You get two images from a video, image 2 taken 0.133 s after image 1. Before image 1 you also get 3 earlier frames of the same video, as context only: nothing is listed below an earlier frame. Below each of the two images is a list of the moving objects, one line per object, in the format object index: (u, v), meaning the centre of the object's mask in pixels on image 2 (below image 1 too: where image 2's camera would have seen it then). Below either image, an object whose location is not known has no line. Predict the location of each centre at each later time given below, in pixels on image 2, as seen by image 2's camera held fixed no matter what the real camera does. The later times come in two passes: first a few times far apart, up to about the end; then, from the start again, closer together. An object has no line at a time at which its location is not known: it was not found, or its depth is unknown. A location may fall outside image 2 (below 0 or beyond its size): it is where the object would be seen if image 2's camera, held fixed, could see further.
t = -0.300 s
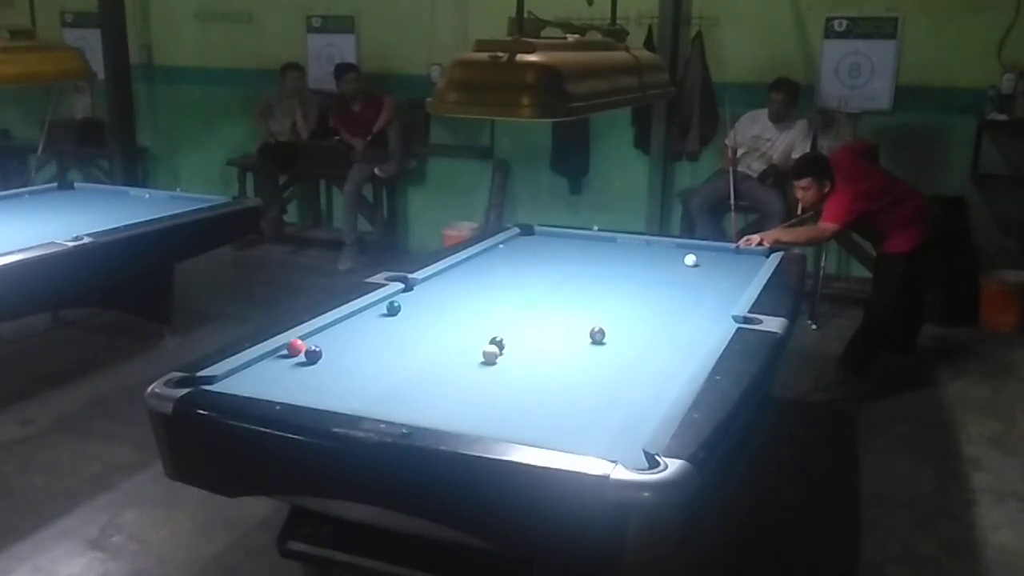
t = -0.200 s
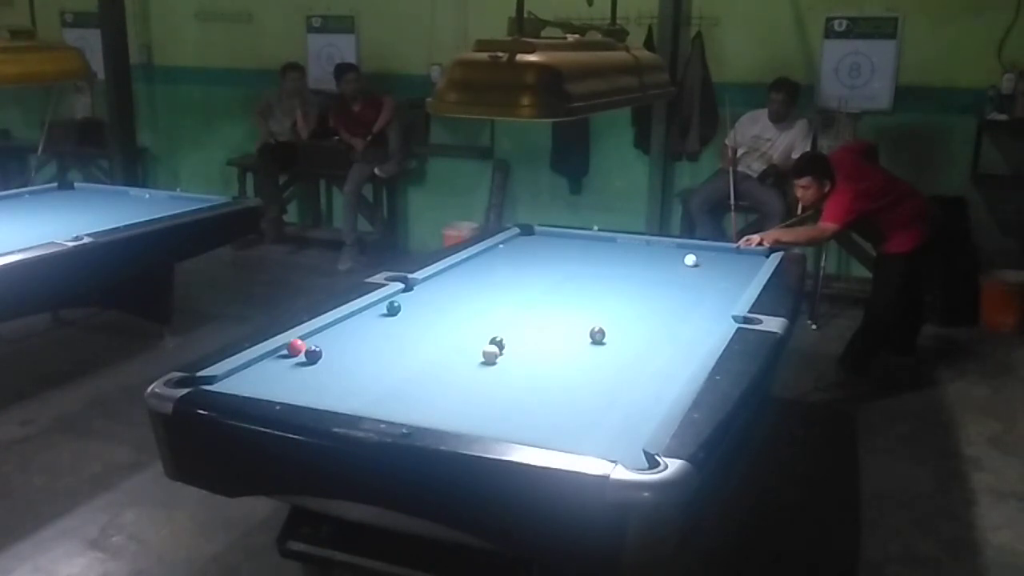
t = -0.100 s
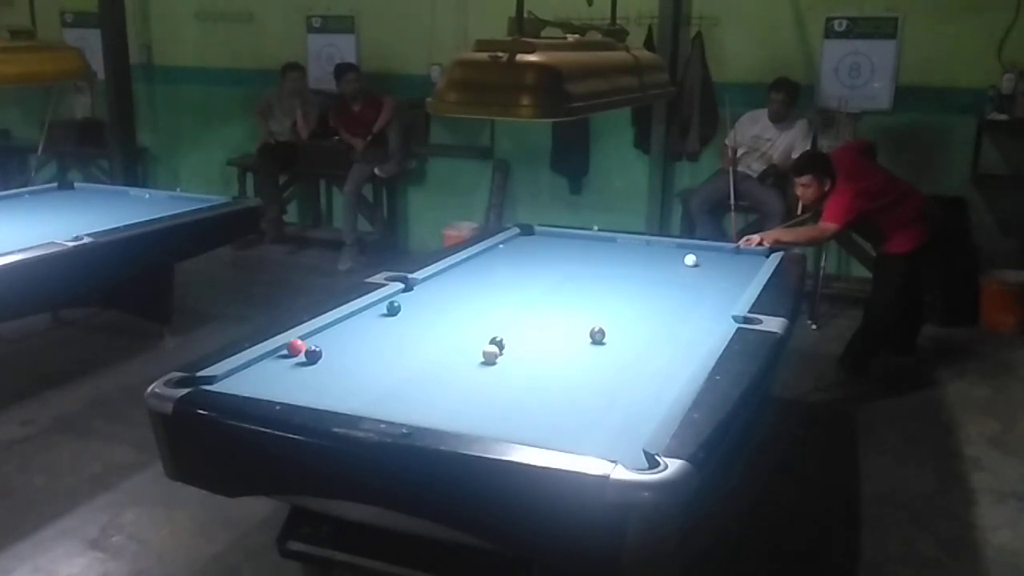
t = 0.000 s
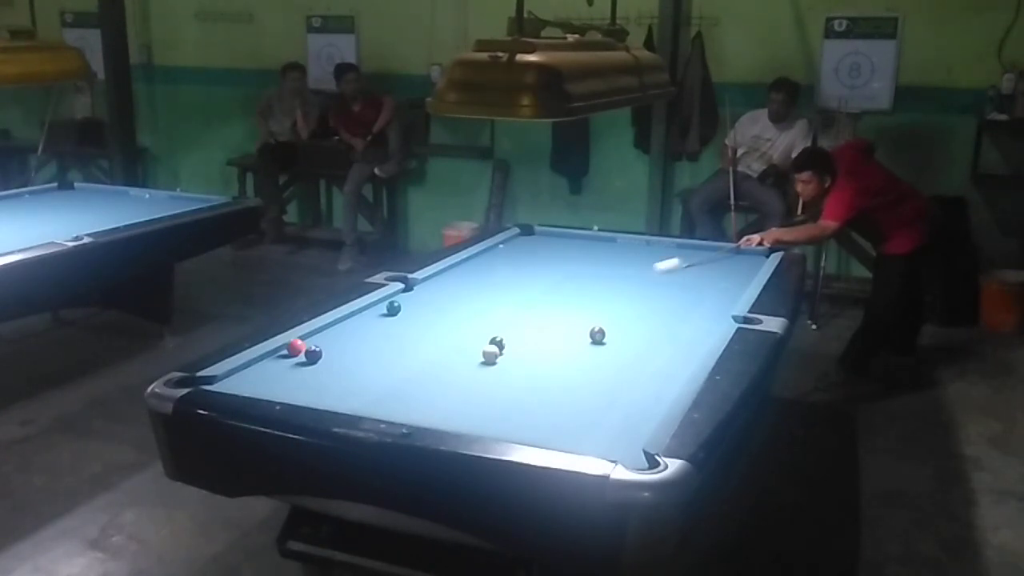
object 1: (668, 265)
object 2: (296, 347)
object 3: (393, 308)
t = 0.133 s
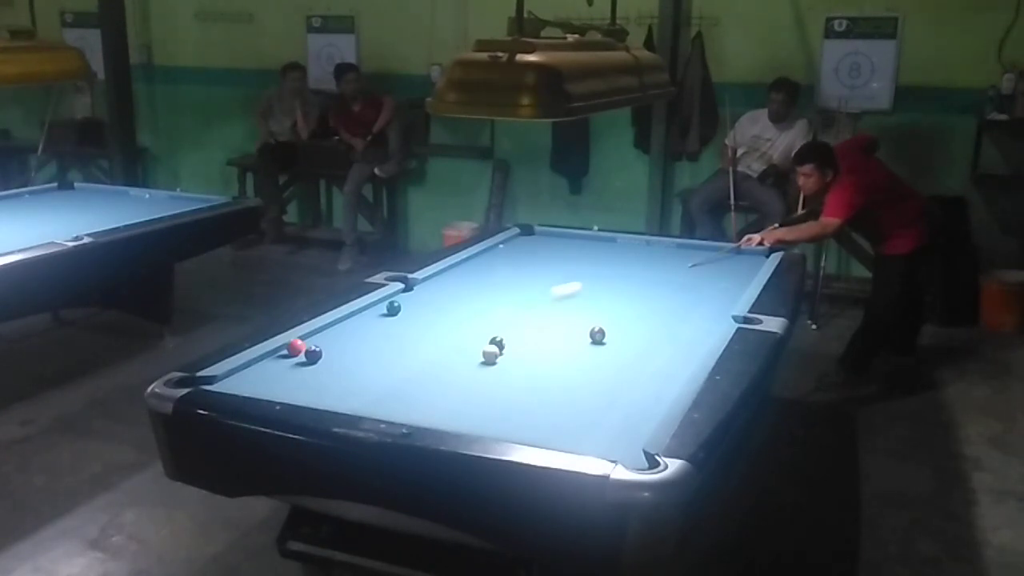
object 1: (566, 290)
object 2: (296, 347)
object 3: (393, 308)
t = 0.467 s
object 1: (326, 350)
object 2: (296, 347)
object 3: (393, 308)
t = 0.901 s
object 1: (314, 347)
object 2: (304, 340)
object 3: (393, 308)
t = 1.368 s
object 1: (319, 339)
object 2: (344, 324)
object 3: (393, 308)
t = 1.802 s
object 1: (324, 335)
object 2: (375, 312)
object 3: (393, 308)
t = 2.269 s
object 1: (328, 331)
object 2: (379, 305)
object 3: (412, 304)
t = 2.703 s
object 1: (330, 328)
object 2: (386, 303)
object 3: (428, 302)
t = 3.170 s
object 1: (331, 328)
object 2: (389, 302)
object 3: (441, 299)
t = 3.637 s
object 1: (331, 328)
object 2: (389, 302)
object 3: (448, 298)
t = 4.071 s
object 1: (331, 328)
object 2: (389, 302)
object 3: (452, 297)
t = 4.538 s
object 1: (331, 328)
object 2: (389, 302)
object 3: (453, 297)
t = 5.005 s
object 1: (331, 328)
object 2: (389, 302)
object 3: (453, 297)
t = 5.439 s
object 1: (330, 328)
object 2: (389, 302)
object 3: (453, 297)
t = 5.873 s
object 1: (330, 328)
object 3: (453, 297)
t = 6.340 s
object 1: (331, 328)
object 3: (453, 297)
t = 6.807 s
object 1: (331, 328)
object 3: (453, 297)
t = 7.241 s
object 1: (331, 328)
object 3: (453, 297)
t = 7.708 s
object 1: (331, 328)
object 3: (453, 297)
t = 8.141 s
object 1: (331, 328)
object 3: (453, 297)
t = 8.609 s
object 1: (331, 328)
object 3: (453, 297)
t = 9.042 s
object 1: (331, 328)
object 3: (453, 297)
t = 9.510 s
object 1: (331, 328)
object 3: (453, 297)
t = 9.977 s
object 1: (331, 328)
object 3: (453, 297)
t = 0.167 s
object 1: (539, 297)
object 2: (296, 347)
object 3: (393, 308)
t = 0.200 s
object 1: (511, 304)
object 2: (296, 347)
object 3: (393, 308)
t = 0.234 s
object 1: (483, 311)
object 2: (296, 347)
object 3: (393, 308)
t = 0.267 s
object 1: (452, 319)
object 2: (296, 347)
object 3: (393, 308)
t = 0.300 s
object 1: (421, 326)
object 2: (296, 347)
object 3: (393, 308)
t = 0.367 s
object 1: (355, 344)
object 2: (296, 347)
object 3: (393, 308)
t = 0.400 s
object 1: (328, 350)
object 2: (296, 347)
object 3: (393, 308)
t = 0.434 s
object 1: (327, 350)
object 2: (296, 347)
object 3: (393, 308)
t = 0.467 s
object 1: (326, 350)
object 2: (296, 347)
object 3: (393, 308)
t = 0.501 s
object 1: (325, 350)
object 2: (296, 347)
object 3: (393, 308)
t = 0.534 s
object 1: (324, 349)
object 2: (296, 347)
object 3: (393, 308)
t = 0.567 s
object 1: (323, 349)
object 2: (296, 347)
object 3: (393, 308)
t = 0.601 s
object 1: (322, 349)
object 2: (296, 347)
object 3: (393, 308)
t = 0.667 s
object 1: (319, 349)
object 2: (296, 347)
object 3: (393, 308)
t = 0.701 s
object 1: (318, 349)
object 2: (296, 347)
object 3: (393, 308)
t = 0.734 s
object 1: (317, 348)
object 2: (296, 347)
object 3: (393, 308)
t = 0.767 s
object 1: (317, 348)
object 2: (295, 347)
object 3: (393, 308)
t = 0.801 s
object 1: (316, 348)
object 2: (297, 346)
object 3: (393, 308)
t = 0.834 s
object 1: (315, 348)
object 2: (299, 345)
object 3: (393, 308)
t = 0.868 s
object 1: (314, 348)
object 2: (302, 342)
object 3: (393, 308)
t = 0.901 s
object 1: (314, 347)
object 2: (304, 340)
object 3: (393, 308)
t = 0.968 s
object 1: (313, 347)
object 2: (310, 335)
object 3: (393, 308)
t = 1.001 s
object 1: (313, 346)
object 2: (315, 334)
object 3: (393, 308)
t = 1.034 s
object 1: (314, 345)
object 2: (317, 333)
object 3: (393, 308)
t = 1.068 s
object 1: (314, 345)
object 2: (320, 333)
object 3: (393, 308)
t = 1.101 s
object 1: (315, 344)
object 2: (323, 332)
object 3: (393, 308)
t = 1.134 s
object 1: (315, 344)
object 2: (326, 332)
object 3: (393, 308)
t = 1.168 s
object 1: (316, 343)
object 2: (329, 331)
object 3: (393, 308)
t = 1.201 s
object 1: (317, 342)
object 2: (331, 330)
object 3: (393, 308)
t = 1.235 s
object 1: (317, 341)
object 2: (334, 329)
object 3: (393, 308)
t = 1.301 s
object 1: (319, 340)
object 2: (339, 326)
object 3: (393, 308)
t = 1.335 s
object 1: (319, 340)
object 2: (341, 325)
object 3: (393, 308)
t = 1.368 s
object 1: (319, 339)
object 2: (344, 324)
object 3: (393, 308)
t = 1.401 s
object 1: (319, 339)
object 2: (346, 323)
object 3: (393, 308)
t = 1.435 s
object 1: (320, 338)
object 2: (349, 322)
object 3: (393, 308)
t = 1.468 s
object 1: (320, 338)
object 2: (351, 321)
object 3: (393, 308)
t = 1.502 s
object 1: (321, 338)
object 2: (354, 320)
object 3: (393, 308)
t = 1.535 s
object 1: (322, 337)
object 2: (357, 319)
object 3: (393, 308)
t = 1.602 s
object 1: (322, 337)
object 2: (361, 317)
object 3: (393, 308)
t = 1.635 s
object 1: (323, 336)
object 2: (363, 316)
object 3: (393, 308)
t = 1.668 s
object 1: (323, 336)
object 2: (366, 315)
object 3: (393, 308)
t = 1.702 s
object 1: (324, 335)
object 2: (368, 314)
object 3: (393, 308)
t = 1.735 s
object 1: (324, 335)
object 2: (370, 313)
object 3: (393, 308)
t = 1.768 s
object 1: (324, 335)
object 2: (373, 313)
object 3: (393, 308)
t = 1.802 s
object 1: (324, 335)
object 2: (375, 312)
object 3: (393, 308)
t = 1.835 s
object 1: (325, 334)
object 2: (377, 311)
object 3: (393, 308)
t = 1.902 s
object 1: (326, 334)
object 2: (380, 310)
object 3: (395, 308)
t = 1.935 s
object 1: (326, 333)
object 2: (380, 309)
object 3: (397, 307)
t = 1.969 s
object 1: (326, 333)
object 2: (380, 308)
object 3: (398, 307)
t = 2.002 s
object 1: (326, 333)
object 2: (380, 308)
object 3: (400, 307)
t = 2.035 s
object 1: (327, 332)
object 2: (380, 308)
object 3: (401, 307)
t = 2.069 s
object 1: (327, 332)
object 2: (379, 307)
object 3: (403, 306)
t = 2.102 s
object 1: (327, 332)
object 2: (379, 307)
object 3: (405, 306)
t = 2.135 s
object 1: (327, 331)
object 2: (379, 306)
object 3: (406, 306)
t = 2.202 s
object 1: (328, 331)
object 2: (380, 306)
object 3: (409, 305)
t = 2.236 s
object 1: (328, 331)
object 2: (379, 305)
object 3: (411, 305)
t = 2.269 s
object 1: (328, 331)
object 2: (379, 305)
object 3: (412, 304)
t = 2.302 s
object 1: (328, 330)
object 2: (379, 305)
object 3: (413, 304)
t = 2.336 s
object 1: (329, 330)
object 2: (380, 305)
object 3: (415, 304)
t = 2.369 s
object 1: (329, 330)
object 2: (380, 304)
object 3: (416, 304)
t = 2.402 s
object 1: (329, 329)
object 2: (381, 304)
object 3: (417, 304)
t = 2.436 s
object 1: (329, 329)
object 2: (382, 304)
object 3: (419, 303)
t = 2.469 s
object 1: (330, 329)
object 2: (382, 304)
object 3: (420, 303)
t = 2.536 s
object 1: (330, 329)
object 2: (383, 304)
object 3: (422, 302)
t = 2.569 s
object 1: (330, 329)
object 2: (384, 303)
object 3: (423, 302)
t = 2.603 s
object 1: (330, 328)
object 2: (384, 303)
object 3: (425, 302)
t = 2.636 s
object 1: (330, 328)
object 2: (385, 303)
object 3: (426, 302)
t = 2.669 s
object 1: (330, 328)
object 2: (385, 303)
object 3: (427, 302)
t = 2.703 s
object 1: (330, 328)
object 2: (386, 303)
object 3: (428, 302)
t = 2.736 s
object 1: (330, 328)
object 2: (386, 303)
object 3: (429, 301)
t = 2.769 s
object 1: (330, 328)
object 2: (386, 303)
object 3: (430, 301)
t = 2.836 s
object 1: (331, 328)
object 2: (387, 303)
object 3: (432, 301)
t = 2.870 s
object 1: (331, 328)
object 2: (387, 302)
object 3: (433, 301)
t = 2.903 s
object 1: (331, 328)
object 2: (387, 302)
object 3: (434, 301)
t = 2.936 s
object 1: (331, 328)
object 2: (388, 302)
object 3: (435, 301)
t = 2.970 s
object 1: (331, 328)
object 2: (388, 302)
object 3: (436, 300)
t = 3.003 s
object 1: (331, 328)
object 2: (388, 302)
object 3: (437, 300)
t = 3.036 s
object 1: (331, 328)
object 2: (388, 302)
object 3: (438, 300)
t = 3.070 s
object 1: (331, 328)
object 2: (388, 302)
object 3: (438, 300)
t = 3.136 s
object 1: (331, 328)
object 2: (389, 302)
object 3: (440, 300)
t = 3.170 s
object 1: (331, 328)
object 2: (389, 302)
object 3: (441, 299)
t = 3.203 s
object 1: (331, 328)
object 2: (389, 302)
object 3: (441, 300)
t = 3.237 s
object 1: (331, 328)
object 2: (389, 302)
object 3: (442, 299)
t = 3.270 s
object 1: (331, 328)
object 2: (389, 302)
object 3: (442, 300)
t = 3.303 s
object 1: (331, 328)
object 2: (389, 302)
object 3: (443, 299)
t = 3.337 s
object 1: (331, 328)
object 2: (389, 302)
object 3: (444, 299)
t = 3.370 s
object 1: (330, 328)
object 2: (389, 302)
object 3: (444, 299)
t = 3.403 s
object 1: (331, 328)
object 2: (389, 302)
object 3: (445, 299)
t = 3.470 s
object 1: (331, 328)
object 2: (389, 302)
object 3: (446, 299)
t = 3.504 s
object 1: (331, 328)
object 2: (389, 302)
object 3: (447, 298)
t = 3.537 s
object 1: (331, 328)
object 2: (389, 302)
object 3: (447, 298)
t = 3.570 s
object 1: (331, 328)
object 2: (389, 302)
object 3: (447, 298)
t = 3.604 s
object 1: (331, 328)
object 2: (389, 302)
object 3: (448, 298)
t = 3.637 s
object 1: (331, 328)
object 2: (389, 302)
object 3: (448, 298)
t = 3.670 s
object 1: (331, 328)
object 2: (389, 302)
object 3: (449, 298)
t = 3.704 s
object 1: (331, 328)
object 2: (389, 302)
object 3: (449, 298)
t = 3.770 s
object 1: (331, 328)
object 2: (389, 302)
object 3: (450, 297)
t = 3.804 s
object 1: (331, 328)
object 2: (389, 302)
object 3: (450, 298)
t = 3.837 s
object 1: (331, 328)
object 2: (389, 302)
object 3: (450, 297)
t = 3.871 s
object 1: (331, 328)
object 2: (389, 302)
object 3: (450, 297)
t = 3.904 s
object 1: (330, 328)
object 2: (389, 302)
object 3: (451, 297)
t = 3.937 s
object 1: (331, 328)
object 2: (389, 302)
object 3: (451, 297)
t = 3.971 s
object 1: (331, 328)
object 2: (389, 302)
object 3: (451, 297)
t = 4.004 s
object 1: (331, 328)
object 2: (389, 302)
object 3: (451, 297)
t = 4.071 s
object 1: (331, 328)
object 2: (389, 302)
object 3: (452, 297)
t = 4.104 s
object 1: (331, 328)
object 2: (389, 302)
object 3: (452, 297)
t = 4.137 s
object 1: (331, 328)
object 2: (389, 302)
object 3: (452, 297)
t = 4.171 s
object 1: (331, 328)
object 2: (389, 302)
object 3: (452, 297)
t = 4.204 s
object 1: (331, 328)
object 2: (389, 302)
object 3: (452, 297)
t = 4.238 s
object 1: (331, 328)
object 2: (389, 302)
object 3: (452, 297)
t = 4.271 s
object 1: (331, 328)
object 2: (389, 302)
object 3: (453, 297)
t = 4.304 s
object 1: (331, 328)
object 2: (389, 302)
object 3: (453, 297)
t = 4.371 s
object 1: (331, 328)
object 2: (389, 302)
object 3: (453, 297)
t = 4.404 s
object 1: (331, 328)
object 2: (389, 302)
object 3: (453, 297)
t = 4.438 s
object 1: (331, 328)
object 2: (389, 302)
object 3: (453, 297)
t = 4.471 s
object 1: (331, 328)
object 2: (389, 302)
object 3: (453, 297)
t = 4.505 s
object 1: (331, 328)
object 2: (389, 302)
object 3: (453, 297)
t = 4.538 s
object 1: (331, 328)
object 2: (389, 302)
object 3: (453, 297)
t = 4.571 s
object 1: (331, 328)
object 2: (389, 302)
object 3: (453, 297)
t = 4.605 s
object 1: (331, 328)
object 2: (389, 302)
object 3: (453, 297)
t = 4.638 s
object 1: (331, 328)
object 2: (389, 302)
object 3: (453, 297)
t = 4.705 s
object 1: (331, 328)
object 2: (389, 302)
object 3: (453, 297)
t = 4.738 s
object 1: (331, 328)
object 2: (389, 302)
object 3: (453, 297)
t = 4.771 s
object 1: (331, 328)
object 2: (389, 302)
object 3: (453, 297)
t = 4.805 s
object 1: (331, 328)
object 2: (389, 302)
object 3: (453, 297)
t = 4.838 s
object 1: (331, 328)
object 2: (389, 302)
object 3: (453, 297)
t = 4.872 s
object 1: (331, 328)
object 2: (389, 302)
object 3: (453, 297)
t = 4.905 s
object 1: (331, 328)
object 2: (389, 302)
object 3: (453, 297)
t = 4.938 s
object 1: (331, 328)
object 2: (389, 302)
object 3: (453, 297)
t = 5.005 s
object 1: (331, 328)
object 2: (389, 302)
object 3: (453, 297)
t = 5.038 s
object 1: (331, 328)
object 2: (389, 302)
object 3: (453, 297)
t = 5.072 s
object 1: (331, 328)
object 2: (389, 302)
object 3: (453, 297)
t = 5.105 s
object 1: (331, 328)
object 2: (389, 302)
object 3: (453, 297)
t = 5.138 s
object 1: (331, 328)
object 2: (389, 302)
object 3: (453, 297)
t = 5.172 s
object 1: (331, 328)
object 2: (389, 302)
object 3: (453, 297)
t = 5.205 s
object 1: (331, 328)
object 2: (389, 302)
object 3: (453, 297)
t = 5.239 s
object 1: (330, 328)
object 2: (389, 302)
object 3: (453, 297)
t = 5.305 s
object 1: (331, 328)
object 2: (389, 302)
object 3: (453, 297)
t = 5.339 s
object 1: (331, 328)
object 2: (389, 302)
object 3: (453, 297)
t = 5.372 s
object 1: (330, 328)
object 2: (389, 302)
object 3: (453, 297)
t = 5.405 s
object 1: (331, 328)
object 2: (389, 302)
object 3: (453, 297)
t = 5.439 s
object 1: (330, 328)
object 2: (389, 302)
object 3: (453, 297)
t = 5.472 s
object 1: (330, 328)
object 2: (389, 302)
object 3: (453, 297)
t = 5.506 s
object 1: (330, 328)
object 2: (389, 302)
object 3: (453, 297)
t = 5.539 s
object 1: (330, 328)
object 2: (389, 302)
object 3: (453, 297)
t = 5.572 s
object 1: (330, 328)
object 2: (389, 302)
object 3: (453, 297)
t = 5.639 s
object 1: (330, 328)
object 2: (389, 302)
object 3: (453, 297)
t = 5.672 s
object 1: (330, 328)
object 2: (389, 302)
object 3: (453, 297)
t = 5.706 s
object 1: (330, 328)
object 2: (389, 302)
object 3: (453, 297)
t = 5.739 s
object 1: (330, 328)
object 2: (389, 302)
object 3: (453, 297)
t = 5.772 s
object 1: (331, 328)
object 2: (389, 302)
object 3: (453, 297)
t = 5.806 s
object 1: (331, 328)
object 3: (453, 297)
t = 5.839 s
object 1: (331, 328)
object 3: (453, 297)
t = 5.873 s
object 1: (330, 328)
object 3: (453, 297)
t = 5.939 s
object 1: (330, 328)
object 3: (453, 297)
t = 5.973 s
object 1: (331, 328)
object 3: (453, 297)
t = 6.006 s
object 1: (331, 328)
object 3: (453, 297)
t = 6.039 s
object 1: (331, 328)
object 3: (453, 297)
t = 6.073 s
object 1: (331, 328)
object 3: (453, 297)
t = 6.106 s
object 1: (331, 328)
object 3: (453, 297)
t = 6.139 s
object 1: (331, 328)
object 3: (453, 297)
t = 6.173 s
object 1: (331, 328)
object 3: (453, 297)
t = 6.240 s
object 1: (331, 328)
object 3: (453, 297)
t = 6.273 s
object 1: (331, 328)
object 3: (453, 297)
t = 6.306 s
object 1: (331, 328)
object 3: (453, 297)
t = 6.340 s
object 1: (331, 328)
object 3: (453, 297)
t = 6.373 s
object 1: (331, 328)
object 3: (453, 297)
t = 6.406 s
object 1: (331, 328)
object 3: (453, 297)
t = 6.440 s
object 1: (331, 328)
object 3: (453, 297)
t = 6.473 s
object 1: (331, 328)
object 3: (453, 297)
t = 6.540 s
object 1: (331, 328)
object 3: (453, 297)
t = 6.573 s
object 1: (331, 328)
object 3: (453, 297)
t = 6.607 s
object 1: (331, 328)
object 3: (453, 297)
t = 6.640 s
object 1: (331, 328)
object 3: (453, 297)
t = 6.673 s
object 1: (331, 328)
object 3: (453, 297)
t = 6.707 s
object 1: (331, 328)
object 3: (453, 297)
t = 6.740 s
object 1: (331, 328)
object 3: (453, 297)
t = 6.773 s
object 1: (331, 328)
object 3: (453, 297)
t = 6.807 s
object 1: (331, 328)
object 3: (453, 297)
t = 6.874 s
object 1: (331, 328)
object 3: (453, 297)
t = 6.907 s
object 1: (331, 328)
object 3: (453, 297)
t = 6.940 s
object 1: (331, 328)
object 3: (453, 297)
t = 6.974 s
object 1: (331, 328)
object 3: (453, 297)
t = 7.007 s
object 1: (331, 328)
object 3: (453, 297)
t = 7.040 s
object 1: (331, 328)
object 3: (453, 297)
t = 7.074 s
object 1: (331, 328)
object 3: (453, 297)
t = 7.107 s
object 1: (331, 328)
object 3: (453, 297)
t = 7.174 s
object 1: (331, 328)
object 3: (453, 297)
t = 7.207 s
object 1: (331, 328)
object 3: (453, 297)
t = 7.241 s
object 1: (331, 328)
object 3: (453, 297)
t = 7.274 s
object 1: (331, 328)
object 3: (453, 297)
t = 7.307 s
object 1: (331, 328)
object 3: (453, 297)
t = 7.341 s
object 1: (331, 328)
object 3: (453, 297)
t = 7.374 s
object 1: (331, 328)
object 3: (453, 297)
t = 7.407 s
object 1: (331, 328)
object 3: (453, 297)
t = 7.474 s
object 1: (331, 328)
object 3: (453, 297)
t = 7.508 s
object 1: (331, 328)
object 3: (453, 297)
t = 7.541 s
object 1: (331, 328)
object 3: (453, 297)
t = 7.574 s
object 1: (331, 328)
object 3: (453, 297)
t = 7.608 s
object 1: (331, 328)
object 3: (453, 297)
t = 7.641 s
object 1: (331, 328)
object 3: (453, 297)
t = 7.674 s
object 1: (331, 328)
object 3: (453, 297)
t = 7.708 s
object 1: (331, 328)
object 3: (453, 297)
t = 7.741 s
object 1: (331, 328)
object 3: (453, 297)
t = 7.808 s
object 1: (331, 328)
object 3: (453, 297)
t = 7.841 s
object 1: (331, 328)
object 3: (453, 297)
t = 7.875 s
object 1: (331, 328)
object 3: (453, 297)
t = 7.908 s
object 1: (331, 328)
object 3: (453, 297)
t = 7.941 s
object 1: (331, 328)
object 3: (453, 297)
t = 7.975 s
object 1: (331, 328)
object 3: (453, 297)
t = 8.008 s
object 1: (331, 328)
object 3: (453, 297)
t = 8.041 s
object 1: (331, 328)
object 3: (453, 297)
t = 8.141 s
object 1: (331, 328)
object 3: (453, 297)
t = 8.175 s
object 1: (331, 328)
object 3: (453, 297)
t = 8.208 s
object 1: (331, 328)
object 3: (453, 297)
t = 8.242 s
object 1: (331, 328)
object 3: (453, 297)
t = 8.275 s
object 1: (331, 328)
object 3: (453, 297)
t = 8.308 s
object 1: (331, 328)
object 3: (453, 297)
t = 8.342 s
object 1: (331, 328)
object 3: (453, 297)
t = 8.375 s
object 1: (331, 328)
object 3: (453, 297)
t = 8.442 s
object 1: (331, 328)
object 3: (453, 297)
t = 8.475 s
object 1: (331, 328)
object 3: (453, 297)
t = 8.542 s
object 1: (331, 328)
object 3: (453, 297)
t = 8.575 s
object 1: (331, 328)
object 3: (453, 297)
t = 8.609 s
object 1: (331, 328)
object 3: (453, 297)
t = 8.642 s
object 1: (331, 328)
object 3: (453, 297)
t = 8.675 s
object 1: (331, 328)
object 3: (453, 297)
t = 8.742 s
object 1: (331, 328)
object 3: (453, 297)
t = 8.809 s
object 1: (331, 328)
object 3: (453, 297)
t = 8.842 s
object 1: (331, 328)
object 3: (453, 297)
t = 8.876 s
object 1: (331, 328)
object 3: (453, 297)
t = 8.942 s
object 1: (331, 328)
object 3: (453, 297)
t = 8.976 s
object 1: (331, 328)
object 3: (453, 297)
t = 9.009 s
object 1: (331, 328)
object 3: (453, 297)
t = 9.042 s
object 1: (331, 328)
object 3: (453, 297)
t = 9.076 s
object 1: (331, 328)
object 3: (453, 297)
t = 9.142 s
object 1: (331, 328)
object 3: (453, 297)
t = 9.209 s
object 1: (331, 328)
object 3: (453, 297)
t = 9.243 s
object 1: (331, 328)
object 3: (453, 297)
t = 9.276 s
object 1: (331, 328)
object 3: (453, 297)
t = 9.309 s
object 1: (331, 328)
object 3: (453, 297)
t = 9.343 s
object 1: (331, 328)
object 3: (453, 297)
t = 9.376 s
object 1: (331, 328)
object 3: (453, 297)
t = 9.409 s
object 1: (331, 328)
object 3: (453, 297)
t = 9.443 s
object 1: (331, 328)
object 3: (453, 297)
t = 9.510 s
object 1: (331, 328)
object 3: (453, 297)
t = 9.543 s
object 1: (331, 328)
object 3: (453, 297)
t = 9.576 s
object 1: (331, 328)
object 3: (453, 297)
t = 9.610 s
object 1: (331, 328)
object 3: (453, 297)
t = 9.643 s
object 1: (331, 328)
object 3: (453, 297)
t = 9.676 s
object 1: (331, 328)
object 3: (453, 297)
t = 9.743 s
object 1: (331, 328)
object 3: (453, 297)
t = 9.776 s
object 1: (331, 328)
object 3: (453, 297)
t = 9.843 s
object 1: (331, 328)
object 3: (453, 297)
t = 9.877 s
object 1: (331, 328)
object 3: (453, 297)
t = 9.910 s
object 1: (331, 328)
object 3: (453, 297)
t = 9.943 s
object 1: (331, 328)
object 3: (453, 297)
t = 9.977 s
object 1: (331, 328)
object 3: (453, 297)
